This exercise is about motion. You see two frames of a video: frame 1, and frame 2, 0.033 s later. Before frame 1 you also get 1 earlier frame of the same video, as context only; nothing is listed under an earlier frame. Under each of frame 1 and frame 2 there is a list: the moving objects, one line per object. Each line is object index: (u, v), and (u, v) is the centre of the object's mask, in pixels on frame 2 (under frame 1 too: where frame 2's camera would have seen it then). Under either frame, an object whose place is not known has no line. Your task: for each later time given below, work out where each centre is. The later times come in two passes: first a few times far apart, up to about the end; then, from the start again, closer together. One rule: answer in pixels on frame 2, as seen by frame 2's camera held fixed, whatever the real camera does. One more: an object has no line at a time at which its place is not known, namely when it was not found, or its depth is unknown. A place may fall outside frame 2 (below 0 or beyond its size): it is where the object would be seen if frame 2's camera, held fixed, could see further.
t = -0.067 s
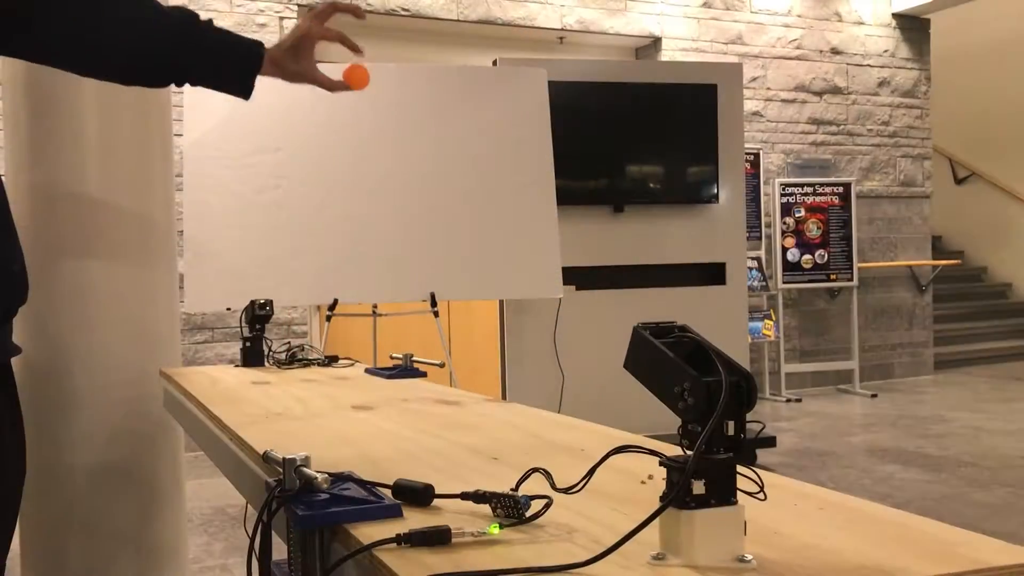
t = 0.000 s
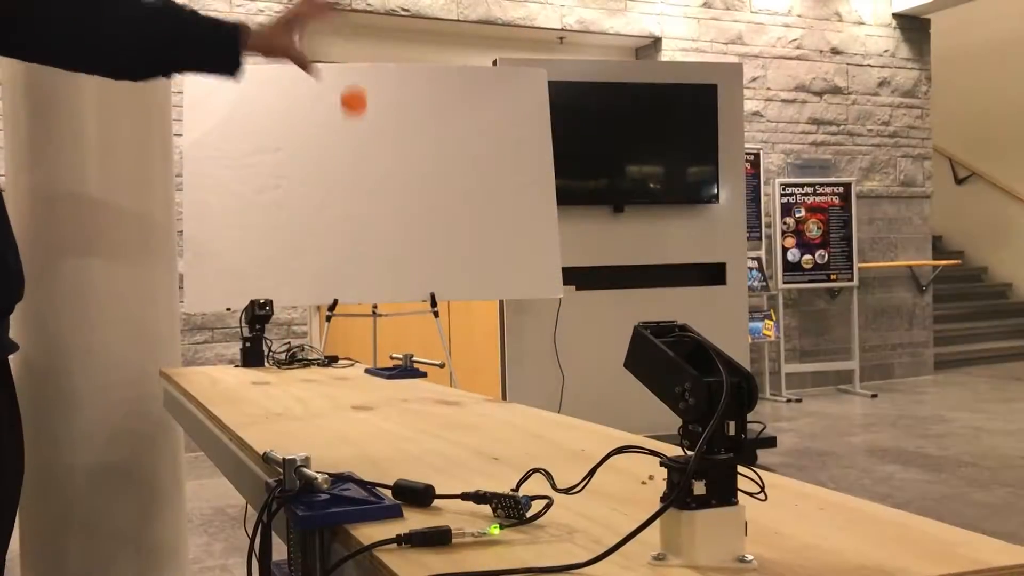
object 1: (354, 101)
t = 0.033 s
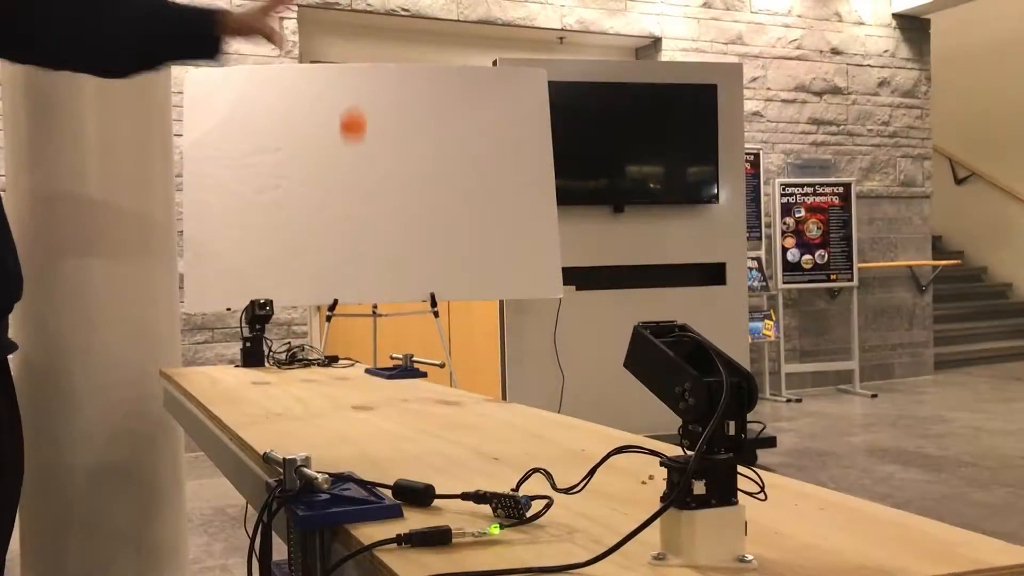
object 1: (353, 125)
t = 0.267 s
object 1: (353, 335)
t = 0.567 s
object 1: (342, 174)
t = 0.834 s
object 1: (344, 307)
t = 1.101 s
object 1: (336, 243)
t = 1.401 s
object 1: (334, 264)
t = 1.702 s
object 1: (338, 369)
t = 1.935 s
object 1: (341, 302)
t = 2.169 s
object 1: (345, 317)
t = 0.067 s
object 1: (352, 159)
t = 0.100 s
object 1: (352, 197)
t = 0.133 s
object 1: (352, 244)
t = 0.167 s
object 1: (353, 295)
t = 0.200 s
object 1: (354, 352)
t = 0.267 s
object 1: (353, 335)
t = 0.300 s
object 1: (349, 284)
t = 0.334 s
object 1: (347, 244)
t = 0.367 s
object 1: (346, 211)
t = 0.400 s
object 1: (345, 186)
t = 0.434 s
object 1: (344, 168)
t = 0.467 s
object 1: (343, 158)
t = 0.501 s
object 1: (342, 156)
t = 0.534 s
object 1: (342, 161)
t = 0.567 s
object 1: (342, 174)
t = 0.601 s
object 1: (342, 194)
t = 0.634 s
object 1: (343, 223)
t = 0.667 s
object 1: (343, 261)
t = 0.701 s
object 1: (345, 302)
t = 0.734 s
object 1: (346, 358)
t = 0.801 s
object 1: (345, 350)
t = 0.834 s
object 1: (344, 307)
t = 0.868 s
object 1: (342, 274)
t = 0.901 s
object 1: (340, 247)
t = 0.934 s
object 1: (339, 228)
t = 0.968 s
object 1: (338, 215)
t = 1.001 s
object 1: (337, 211)
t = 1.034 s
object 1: (336, 214)
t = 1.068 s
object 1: (336, 225)
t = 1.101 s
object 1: (336, 243)
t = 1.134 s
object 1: (336, 270)
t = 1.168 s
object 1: (336, 302)
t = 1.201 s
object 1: (340, 345)
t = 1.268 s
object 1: (336, 376)
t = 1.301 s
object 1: (341, 337)
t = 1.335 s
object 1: (335, 303)
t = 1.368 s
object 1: (334, 281)
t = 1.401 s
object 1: (334, 264)
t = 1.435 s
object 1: (334, 256)
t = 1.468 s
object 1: (334, 255)
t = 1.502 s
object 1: (334, 261)
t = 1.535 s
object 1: (335, 275)
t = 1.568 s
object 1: (335, 295)
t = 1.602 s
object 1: (338, 326)
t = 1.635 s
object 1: (337, 364)
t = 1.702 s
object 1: (338, 369)
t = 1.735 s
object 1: (340, 337)
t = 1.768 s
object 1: (338, 312)
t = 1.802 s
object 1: (338, 295)
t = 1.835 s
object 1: (338, 286)
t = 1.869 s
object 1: (339, 285)
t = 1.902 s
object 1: (339, 290)
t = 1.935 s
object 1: (341, 302)
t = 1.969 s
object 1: (342, 323)
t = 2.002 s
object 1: (344, 348)
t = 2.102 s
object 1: (346, 354)
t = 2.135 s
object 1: (345, 332)
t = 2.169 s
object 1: (345, 317)
